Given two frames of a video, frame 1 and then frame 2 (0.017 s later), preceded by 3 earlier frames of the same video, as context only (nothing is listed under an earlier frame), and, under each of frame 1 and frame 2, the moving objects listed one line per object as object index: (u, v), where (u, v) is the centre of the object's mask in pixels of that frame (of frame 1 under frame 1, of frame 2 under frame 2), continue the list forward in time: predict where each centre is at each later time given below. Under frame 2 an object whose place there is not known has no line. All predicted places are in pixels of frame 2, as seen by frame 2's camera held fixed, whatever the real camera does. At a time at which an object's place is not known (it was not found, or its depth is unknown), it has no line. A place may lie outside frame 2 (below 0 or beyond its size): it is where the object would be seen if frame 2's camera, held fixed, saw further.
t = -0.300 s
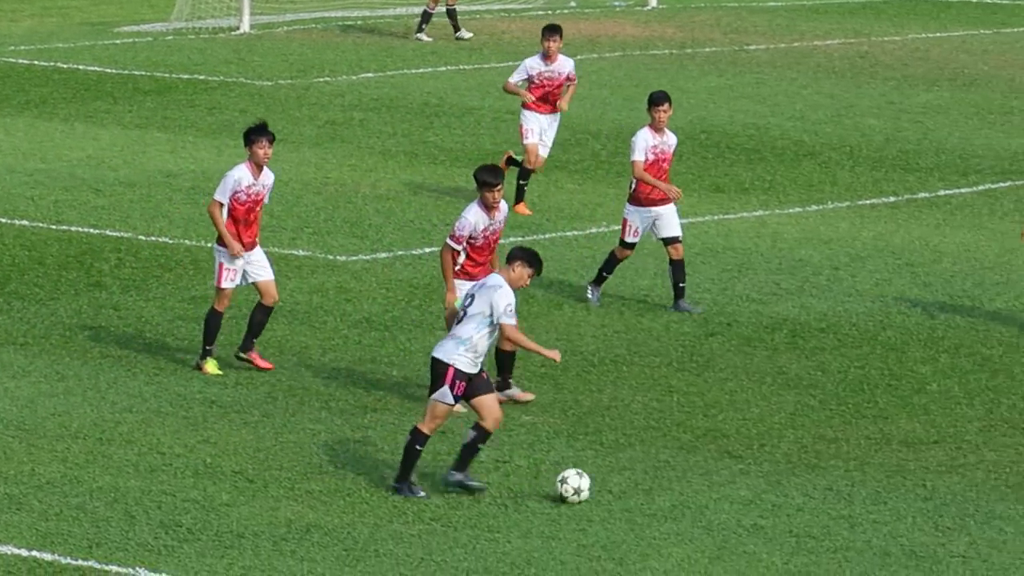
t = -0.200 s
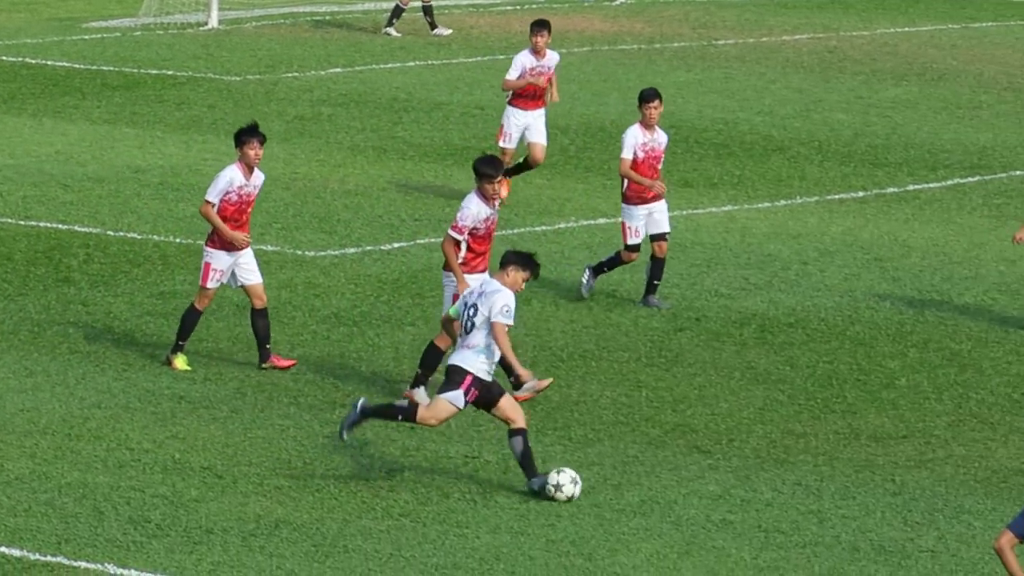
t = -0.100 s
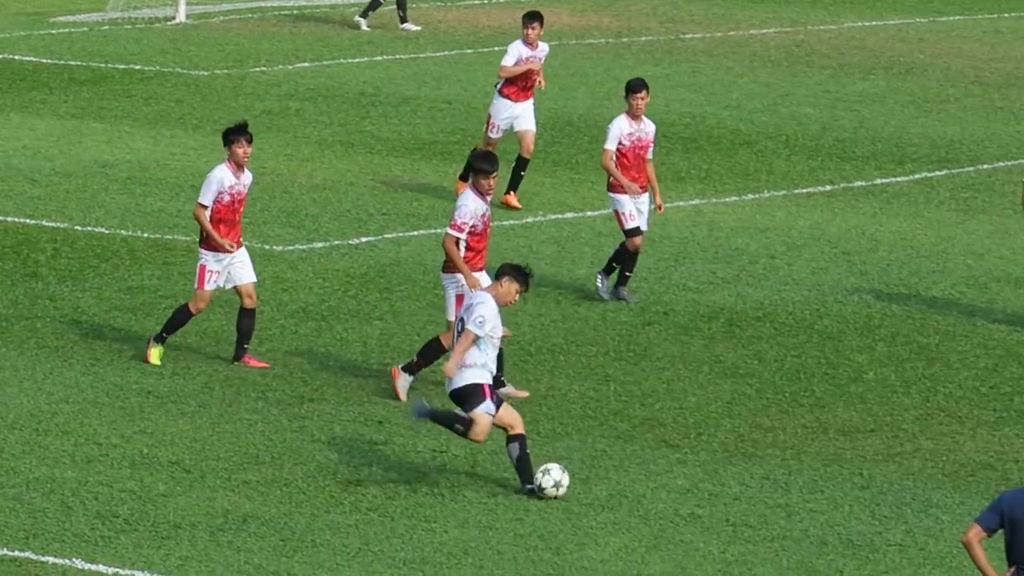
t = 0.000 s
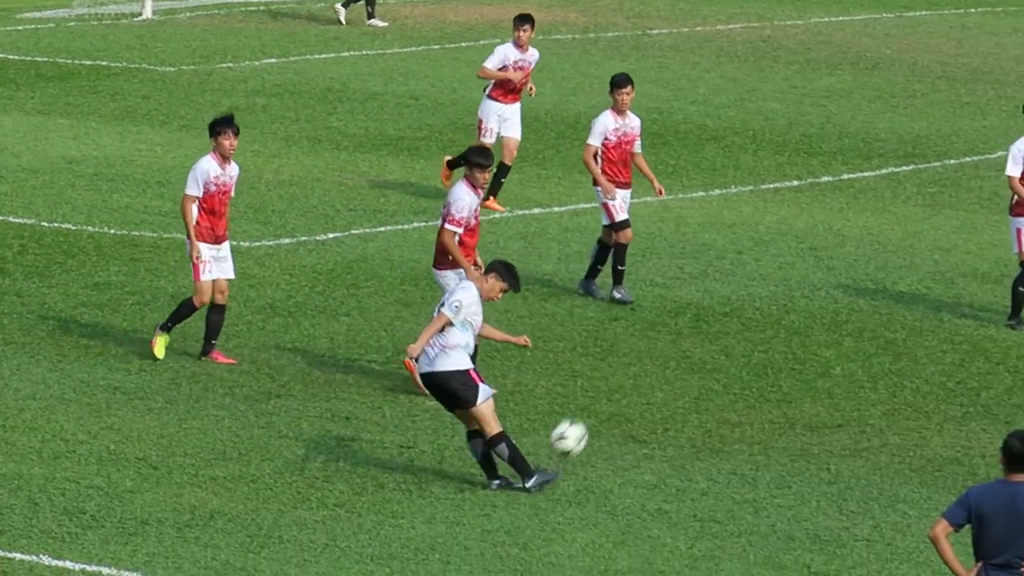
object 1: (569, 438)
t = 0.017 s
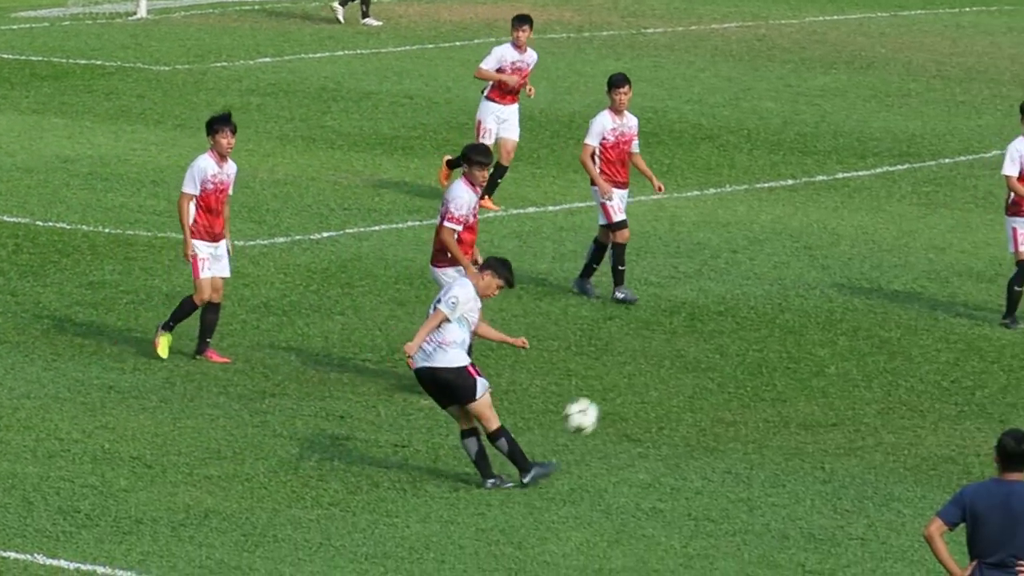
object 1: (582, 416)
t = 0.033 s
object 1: (599, 397)
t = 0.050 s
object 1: (616, 377)
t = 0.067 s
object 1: (633, 359)
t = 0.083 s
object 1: (648, 342)
